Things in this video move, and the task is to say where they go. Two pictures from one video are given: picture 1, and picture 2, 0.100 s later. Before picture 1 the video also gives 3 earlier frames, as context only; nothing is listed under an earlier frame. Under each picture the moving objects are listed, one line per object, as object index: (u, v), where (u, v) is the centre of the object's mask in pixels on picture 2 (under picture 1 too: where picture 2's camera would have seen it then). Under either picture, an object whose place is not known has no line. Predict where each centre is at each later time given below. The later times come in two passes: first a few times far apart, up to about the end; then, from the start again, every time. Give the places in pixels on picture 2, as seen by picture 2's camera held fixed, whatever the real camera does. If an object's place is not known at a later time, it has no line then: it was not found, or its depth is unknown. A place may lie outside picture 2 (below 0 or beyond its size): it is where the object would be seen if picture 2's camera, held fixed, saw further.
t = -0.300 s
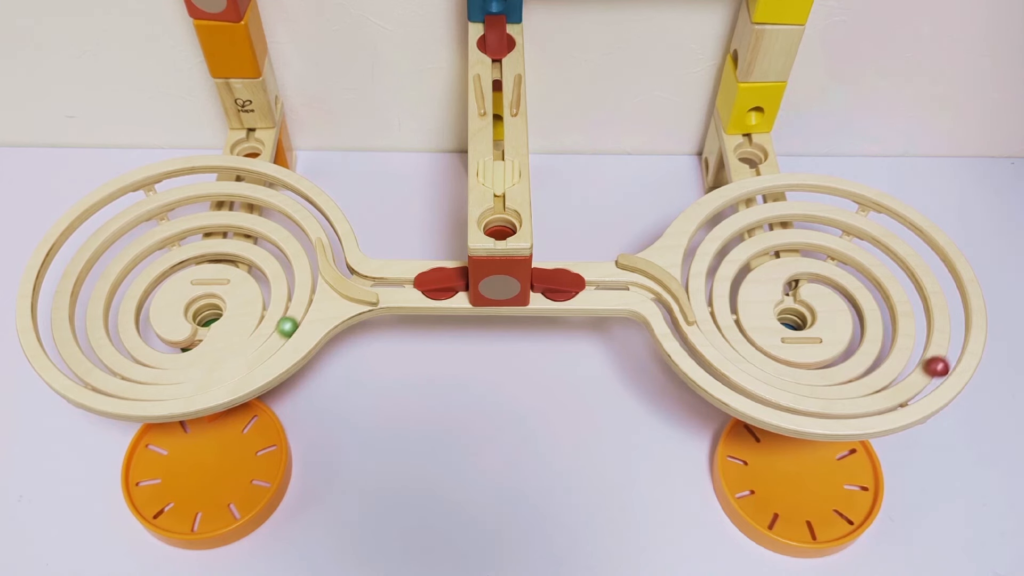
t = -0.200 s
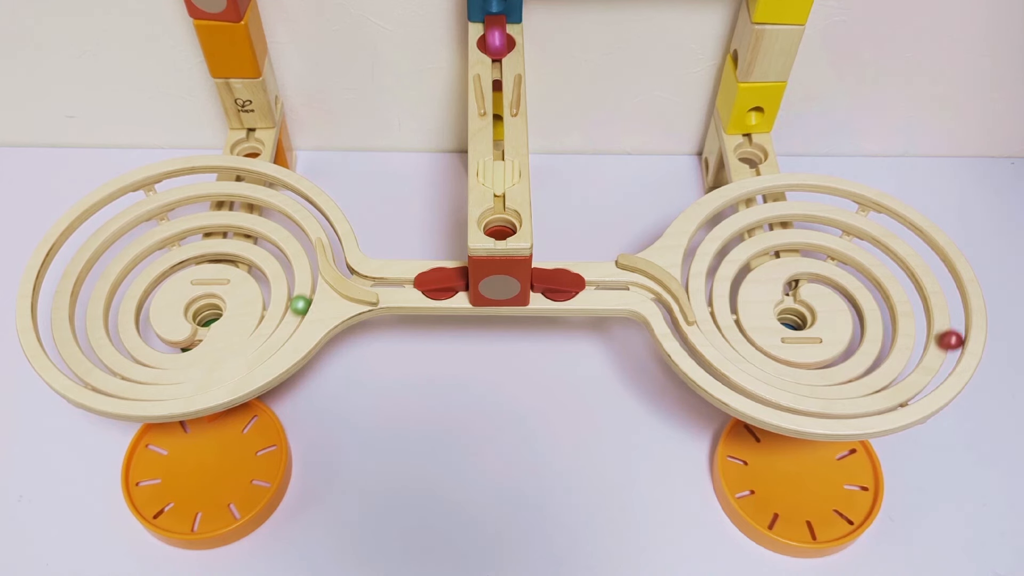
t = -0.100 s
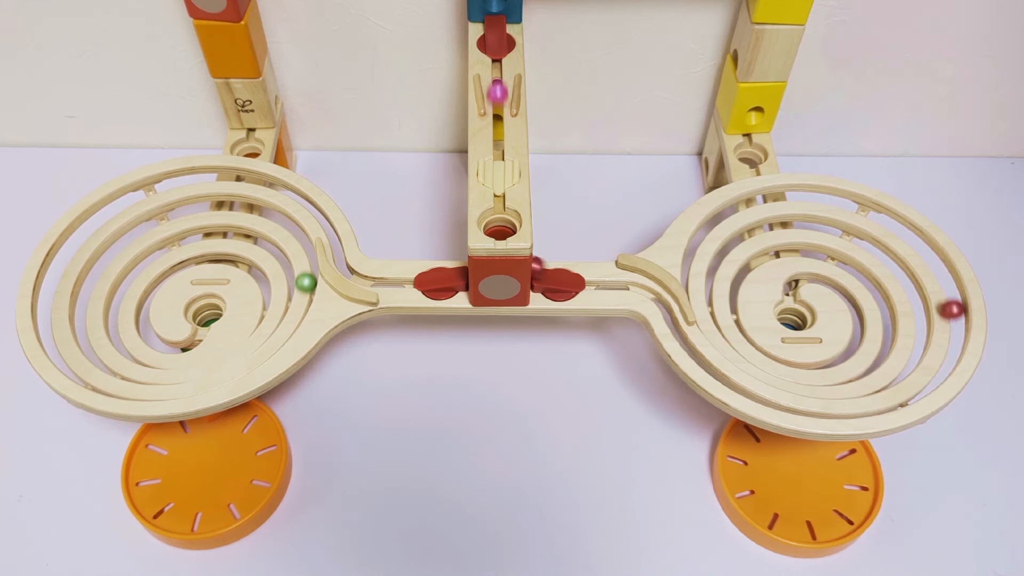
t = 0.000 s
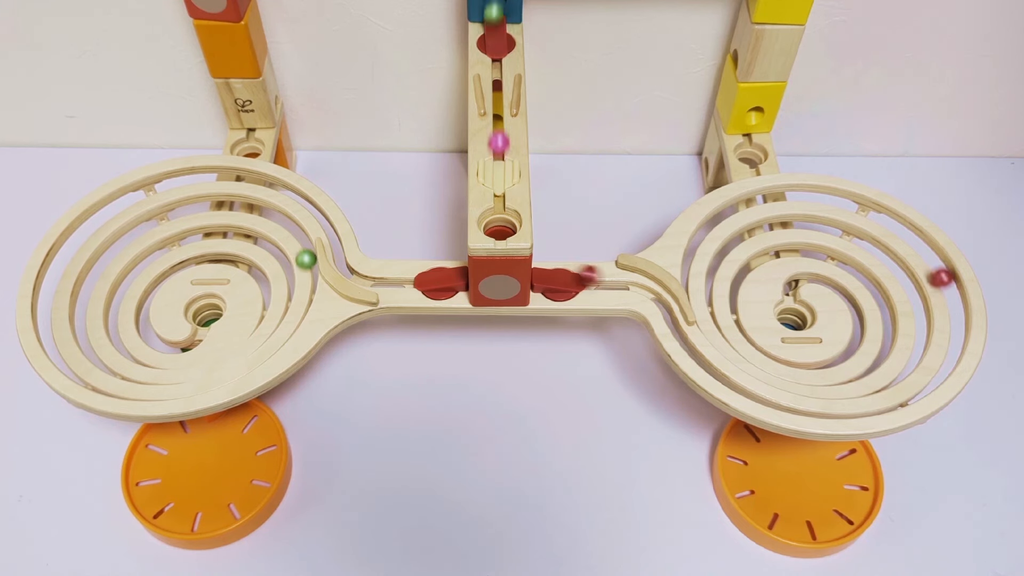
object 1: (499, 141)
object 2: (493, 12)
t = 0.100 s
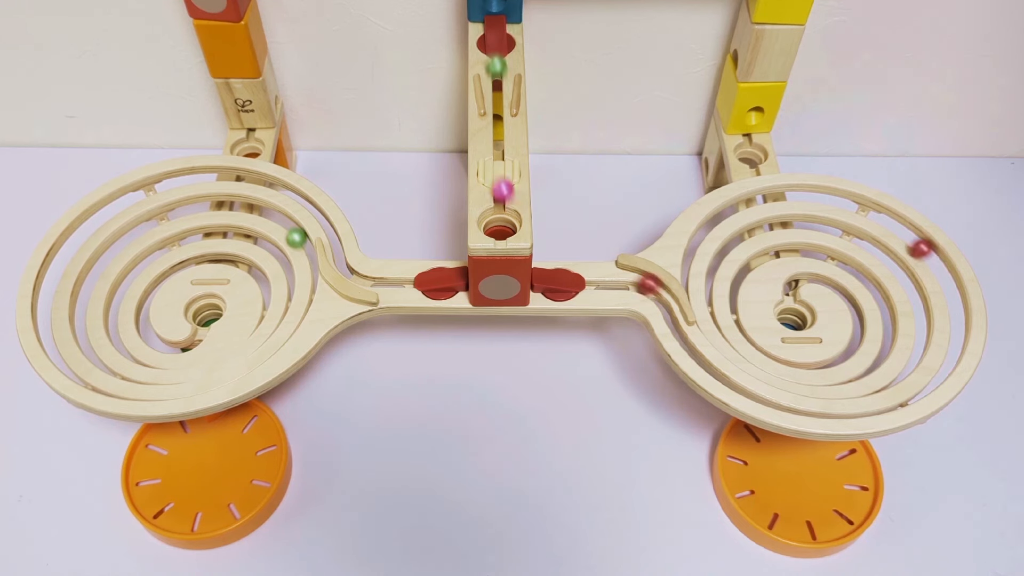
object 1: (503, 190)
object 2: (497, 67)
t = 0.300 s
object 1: (499, 228)
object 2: (499, 158)
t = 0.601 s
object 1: (444, 269)
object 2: (497, 229)
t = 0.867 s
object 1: (332, 230)
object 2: (439, 274)
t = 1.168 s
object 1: (256, 176)
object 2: (323, 217)
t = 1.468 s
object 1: (143, 190)
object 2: (221, 173)
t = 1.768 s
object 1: (54, 279)
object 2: (93, 224)
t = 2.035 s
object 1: (74, 366)
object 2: (51, 327)
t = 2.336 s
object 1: (181, 389)
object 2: (148, 391)
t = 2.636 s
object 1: (279, 336)
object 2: (261, 352)
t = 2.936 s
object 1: (304, 250)
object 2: (307, 269)
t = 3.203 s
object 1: (232, 205)
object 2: (255, 210)
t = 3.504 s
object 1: (107, 256)
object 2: (127, 238)
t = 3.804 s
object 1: (104, 357)
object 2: (92, 343)
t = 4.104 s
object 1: (216, 363)
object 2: (184, 373)
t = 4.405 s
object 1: (284, 289)
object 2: (265, 327)
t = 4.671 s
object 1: (231, 232)
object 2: (278, 261)
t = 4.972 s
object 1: (119, 296)
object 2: (181, 240)
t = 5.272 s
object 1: (194, 358)
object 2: (120, 333)
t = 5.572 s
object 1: (258, 280)
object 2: (229, 342)
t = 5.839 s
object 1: (183, 260)
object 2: (249, 269)
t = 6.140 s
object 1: (144, 327)
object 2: (159, 275)
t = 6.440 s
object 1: (201, 319)
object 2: (164, 342)
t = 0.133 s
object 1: (507, 206)
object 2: (497, 82)
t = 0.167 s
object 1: (503, 227)
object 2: (498, 96)
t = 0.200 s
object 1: (490, 222)
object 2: (498, 112)
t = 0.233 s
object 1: (495, 216)
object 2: (498, 126)
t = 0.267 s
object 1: (506, 223)
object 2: (499, 142)
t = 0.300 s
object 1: (499, 228)
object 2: (499, 158)
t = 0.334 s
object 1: (498, 221)
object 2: (498, 174)
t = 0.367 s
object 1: (506, 224)
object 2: (501, 186)
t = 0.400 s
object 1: (499, 227)
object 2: (505, 201)
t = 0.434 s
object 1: (497, 228)
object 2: (511, 216)
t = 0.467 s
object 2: (506, 227)
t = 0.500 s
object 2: (495, 227)
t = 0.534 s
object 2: (497, 220)
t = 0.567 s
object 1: (460, 266)
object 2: (505, 226)
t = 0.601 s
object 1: (444, 269)
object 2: (497, 229)
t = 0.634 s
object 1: (424, 271)
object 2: (500, 232)
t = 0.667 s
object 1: (403, 275)
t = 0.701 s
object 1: (379, 276)
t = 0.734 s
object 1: (359, 273)
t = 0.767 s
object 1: (346, 264)
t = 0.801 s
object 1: (337, 253)
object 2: (464, 265)
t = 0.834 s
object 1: (335, 241)
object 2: (456, 271)
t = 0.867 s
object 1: (332, 230)
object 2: (439, 274)
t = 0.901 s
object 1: (327, 221)
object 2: (420, 277)
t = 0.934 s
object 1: (320, 213)
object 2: (399, 277)
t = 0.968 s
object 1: (313, 205)
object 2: (378, 277)
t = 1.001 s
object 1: (305, 198)
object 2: (360, 273)
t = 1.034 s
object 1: (296, 191)
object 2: (345, 264)
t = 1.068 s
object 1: (286, 186)
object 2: (336, 252)
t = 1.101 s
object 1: (276, 182)
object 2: (334, 239)
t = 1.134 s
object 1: (266, 179)
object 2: (330, 227)
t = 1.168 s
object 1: (256, 176)
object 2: (323, 217)
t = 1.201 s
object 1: (244, 174)
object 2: (315, 207)
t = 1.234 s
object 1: (233, 173)
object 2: (306, 199)
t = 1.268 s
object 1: (221, 173)
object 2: (296, 192)
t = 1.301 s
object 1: (209, 173)
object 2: (285, 186)
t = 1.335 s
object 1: (195, 174)
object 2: (273, 181)
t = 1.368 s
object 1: (182, 177)
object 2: (261, 178)
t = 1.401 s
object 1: (169, 180)
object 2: (248, 175)
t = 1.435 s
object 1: (155, 185)
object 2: (234, 174)
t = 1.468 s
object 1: (143, 190)
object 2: (221, 173)
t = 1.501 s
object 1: (130, 197)
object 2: (207, 173)
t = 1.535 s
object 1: (117, 204)
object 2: (192, 176)
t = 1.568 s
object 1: (106, 214)
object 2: (176, 179)
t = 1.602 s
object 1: (94, 223)
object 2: (162, 183)
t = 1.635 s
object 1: (84, 233)
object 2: (147, 189)
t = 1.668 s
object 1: (74, 244)
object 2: (133, 196)
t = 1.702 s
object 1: (66, 256)
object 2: (119, 204)
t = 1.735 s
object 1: (60, 267)
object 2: (106, 213)
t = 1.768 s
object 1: (54, 279)
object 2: (93, 224)
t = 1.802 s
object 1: (50, 292)
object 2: (81, 235)
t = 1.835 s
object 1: (48, 304)
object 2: (71, 248)
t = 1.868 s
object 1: (49, 316)
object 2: (63, 260)
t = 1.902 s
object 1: (50, 327)
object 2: (57, 274)
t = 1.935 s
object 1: (54, 339)
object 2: (52, 287)
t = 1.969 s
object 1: (59, 348)
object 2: (49, 301)
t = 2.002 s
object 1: (67, 358)
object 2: (49, 315)
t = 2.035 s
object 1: (74, 366)
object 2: (51, 327)
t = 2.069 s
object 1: (84, 373)
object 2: (55, 340)
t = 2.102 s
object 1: (94, 379)
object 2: (61, 351)
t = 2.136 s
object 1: (105, 384)
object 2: (69, 361)
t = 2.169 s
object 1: (117, 388)
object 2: (80, 370)
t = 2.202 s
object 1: (130, 390)
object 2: (91, 378)
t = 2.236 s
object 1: (143, 391)
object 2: (104, 384)
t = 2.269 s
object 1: (155, 391)
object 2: (118, 388)
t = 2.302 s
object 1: (168, 391)
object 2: (133, 390)
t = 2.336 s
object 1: (181, 389)
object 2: (148, 391)
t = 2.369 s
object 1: (193, 386)
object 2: (163, 390)
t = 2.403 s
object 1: (205, 382)
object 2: (177, 388)
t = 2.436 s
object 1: (216, 378)
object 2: (192, 386)
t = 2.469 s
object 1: (228, 373)
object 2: (205, 382)
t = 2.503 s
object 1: (240, 367)
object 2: (217, 377)
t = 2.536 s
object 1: (251, 360)
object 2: (229, 372)
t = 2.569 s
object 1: (261, 353)
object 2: (241, 366)
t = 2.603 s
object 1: (270, 344)
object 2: (251, 359)
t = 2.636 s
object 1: (279, 336)
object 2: (261, 352)
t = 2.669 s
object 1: (286, 327)
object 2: (271, 344)
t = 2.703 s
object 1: (293, 318)
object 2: (279, 335)
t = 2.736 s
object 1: (298, 308)
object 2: (286, 326)
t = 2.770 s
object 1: (303, 298)
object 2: (293, 317)
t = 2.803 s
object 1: (306, 289)
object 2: (298, 308)
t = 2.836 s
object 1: (308, 279)
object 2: (302, 298)
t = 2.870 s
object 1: (308, 269)
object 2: (305, 289)
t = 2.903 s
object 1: (307, 259)
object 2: (307, 279)
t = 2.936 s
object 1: (304, 250)
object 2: (307, 269)
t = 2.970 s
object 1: (300, 242)
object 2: (306, 260)
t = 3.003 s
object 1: (294, 234)
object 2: (303, 250)
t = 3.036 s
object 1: (287, 226)
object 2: (299, 242)
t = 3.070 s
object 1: (278, 220)
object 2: (293, 234)
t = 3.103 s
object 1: (268, 214)
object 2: (286, 226)
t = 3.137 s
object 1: (258, 210)
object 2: (277, 220)
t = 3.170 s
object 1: (245, 207)
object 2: (266, 215)
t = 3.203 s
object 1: (232, 205)
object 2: (255, 210)
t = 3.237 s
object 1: (219, 204)
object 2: (242, 207)
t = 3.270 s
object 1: (205, 205)
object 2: (229, 205)
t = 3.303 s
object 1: (189, 208)
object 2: (215, 206)
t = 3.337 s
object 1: (174, 212)
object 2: (201, 207)
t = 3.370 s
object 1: (159, 218)
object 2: (185, 210)
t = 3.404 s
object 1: (145, 226)
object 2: (170, 215)
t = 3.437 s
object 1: (131, 234)
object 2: (156, 221)
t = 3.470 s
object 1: (118, 244)
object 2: (141, 228)
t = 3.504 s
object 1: (107, 256)
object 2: (127, 238)
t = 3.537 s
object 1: (98, 268)
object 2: (115, 248)
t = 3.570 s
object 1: (90, 281)
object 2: (105, 259)
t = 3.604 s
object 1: (86, 292)
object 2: (97, 271)
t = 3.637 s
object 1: (83, 305)
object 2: (89, 284)
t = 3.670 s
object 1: (83, 317)
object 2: (85, 297)
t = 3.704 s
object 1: (85, 328)
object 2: (83, 310)
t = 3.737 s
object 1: (89, 338)
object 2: (83, 322)
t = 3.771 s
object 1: (96, 349)
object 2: (87, 333)
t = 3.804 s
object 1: (104, 357)
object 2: (92, 343)
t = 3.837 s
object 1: (115, 364)
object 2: (98, 351)
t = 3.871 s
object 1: (125, 369)
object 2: (106, 359)
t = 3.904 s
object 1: (137, 373)
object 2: (116, 365)
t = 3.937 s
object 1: (151, 374)
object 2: (128, 369)
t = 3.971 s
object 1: (164, 374)
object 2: (138, 373)
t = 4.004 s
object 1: (178, 373)
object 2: (149, 374)
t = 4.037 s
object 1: (191, 371)
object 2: (161, 374)
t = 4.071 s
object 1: (204, 368)
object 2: (172, 374)
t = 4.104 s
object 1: (216, 363)
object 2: (184, 373)
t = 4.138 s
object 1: (228, 357)
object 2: (194, 370)
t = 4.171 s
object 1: (238, 351)
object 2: (205, 367)
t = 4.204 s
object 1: (248, 343)
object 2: (215, 363)
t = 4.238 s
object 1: (258, 335)
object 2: (225, 359)
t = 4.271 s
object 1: (266, 327)
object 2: (234, 353)
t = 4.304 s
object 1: (272, 318)
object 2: (243, 347)
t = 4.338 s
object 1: (278, 308)
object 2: (251, 341)
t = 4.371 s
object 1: (281, 299)
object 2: (258, 334)
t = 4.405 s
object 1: (284, 289)
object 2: (265, 327)
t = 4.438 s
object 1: (284, 279)
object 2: (271, 319)
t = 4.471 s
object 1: (282, 269)
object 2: (276, 311)
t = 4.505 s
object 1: (278, 261)
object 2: (280, 302)
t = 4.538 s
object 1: (273, 253)
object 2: (282, 294)
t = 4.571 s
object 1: (265, 245)
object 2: (283, 285)
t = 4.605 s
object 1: (255, 240)
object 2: (283, 277)
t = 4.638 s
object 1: (244, 235)
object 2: (281, 269)
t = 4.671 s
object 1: (231, 232)
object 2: (278, 261)
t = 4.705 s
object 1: (217, 232)
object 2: (272, 254)
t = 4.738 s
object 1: (203, 233)
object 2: (266, 247)
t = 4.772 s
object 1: (187, 237)
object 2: (258, 242)
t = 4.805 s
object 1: (172, 242)
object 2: (248, 237)
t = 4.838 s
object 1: (158, 250)
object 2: (236, 234)
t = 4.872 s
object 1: (145, 259)
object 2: (223, 233)
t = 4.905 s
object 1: (134, 271)
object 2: (211, 233)
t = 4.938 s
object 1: (125, 283)
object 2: (196, 235)
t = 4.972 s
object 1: (119, 296)
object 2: (181, 240)
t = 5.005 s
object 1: (116, 309)
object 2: (168, 245)
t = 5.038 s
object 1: (116, 322)
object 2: (155, 253)
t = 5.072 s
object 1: (120, 334)
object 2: (143, 263)
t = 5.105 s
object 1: (128, 344)
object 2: (132, 274)
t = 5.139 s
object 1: (138, 352)
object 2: (124, 285)
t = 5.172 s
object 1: (151, 357)
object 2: (118, 298)
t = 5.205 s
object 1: (164, 360)
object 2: (116, 310)
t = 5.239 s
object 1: (180, 359)
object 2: (116, 322)
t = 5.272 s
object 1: (194, 358)
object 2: (120, 333)
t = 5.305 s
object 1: (208, 353)
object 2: (127, 344)
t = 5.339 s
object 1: (222, 347)
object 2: (137, 351)
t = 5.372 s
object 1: (233, 339)
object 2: (149, 356)
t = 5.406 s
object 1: (243, 330)
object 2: (162, 359)
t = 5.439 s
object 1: (251, 320)
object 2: (176, 359)
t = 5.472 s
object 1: (257, 309)
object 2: (191, 358)
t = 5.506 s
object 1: (260, 300)
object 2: (205, 354)
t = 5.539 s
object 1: (261, 289)
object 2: (217, 349)
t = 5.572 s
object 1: (258, 280)
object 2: (229, 342)
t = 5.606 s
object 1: (253, 272)
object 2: (239, 334)
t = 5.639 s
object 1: (246, 265)
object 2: (247, 325)
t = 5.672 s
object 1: (237, 261)
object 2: (254, 315)
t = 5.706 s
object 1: (228, 257)
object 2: (258, 305)
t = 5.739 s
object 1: (217, 255)
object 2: (260, 295)
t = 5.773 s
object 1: (206, 255)
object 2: (259, 285)
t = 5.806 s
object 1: (194, 257)
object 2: (255, 277)
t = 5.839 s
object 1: (183, 260)
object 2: (249, 269)
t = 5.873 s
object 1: (172, 265)
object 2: (242, 263)
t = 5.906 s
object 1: (163, 271)
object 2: (233, 259)
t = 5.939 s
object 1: (155, 278)
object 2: (222, 257)
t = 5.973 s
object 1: (148, 286)
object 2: (211, 255)
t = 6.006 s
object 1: (144, 295)
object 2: (199, 256)
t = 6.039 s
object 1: (140, 303)
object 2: (188, 258)
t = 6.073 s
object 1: (140, 312)
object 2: (177, 262)
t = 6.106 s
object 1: (141, 320)
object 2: (167, 268)
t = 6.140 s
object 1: (144, 327)
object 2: (159, 275)
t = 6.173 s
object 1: (149, 333)
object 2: (151, 282)
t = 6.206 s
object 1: (155, 338)
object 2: (145, 291)
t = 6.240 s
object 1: (163, 341)
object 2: (142, 300)
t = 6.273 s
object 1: (171, 342)
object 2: (139, 308)
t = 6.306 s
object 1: (181, 342)
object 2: (140, 317)
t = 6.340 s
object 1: (189, 338)
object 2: (143, 326)
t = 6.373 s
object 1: (195, 332)
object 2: (149, 333)
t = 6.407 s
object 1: (199, 326)
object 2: (155, 338)
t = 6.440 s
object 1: (201, 319)
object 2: (164, 342)
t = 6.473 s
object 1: (204, 315)
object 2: (173, 343)
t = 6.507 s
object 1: (210, 317)
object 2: (183, 341)
